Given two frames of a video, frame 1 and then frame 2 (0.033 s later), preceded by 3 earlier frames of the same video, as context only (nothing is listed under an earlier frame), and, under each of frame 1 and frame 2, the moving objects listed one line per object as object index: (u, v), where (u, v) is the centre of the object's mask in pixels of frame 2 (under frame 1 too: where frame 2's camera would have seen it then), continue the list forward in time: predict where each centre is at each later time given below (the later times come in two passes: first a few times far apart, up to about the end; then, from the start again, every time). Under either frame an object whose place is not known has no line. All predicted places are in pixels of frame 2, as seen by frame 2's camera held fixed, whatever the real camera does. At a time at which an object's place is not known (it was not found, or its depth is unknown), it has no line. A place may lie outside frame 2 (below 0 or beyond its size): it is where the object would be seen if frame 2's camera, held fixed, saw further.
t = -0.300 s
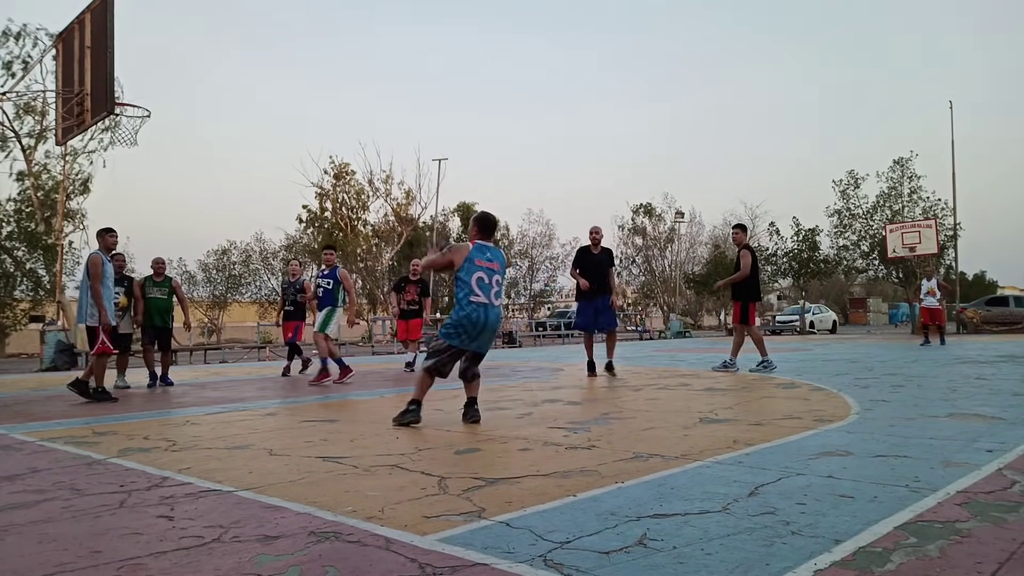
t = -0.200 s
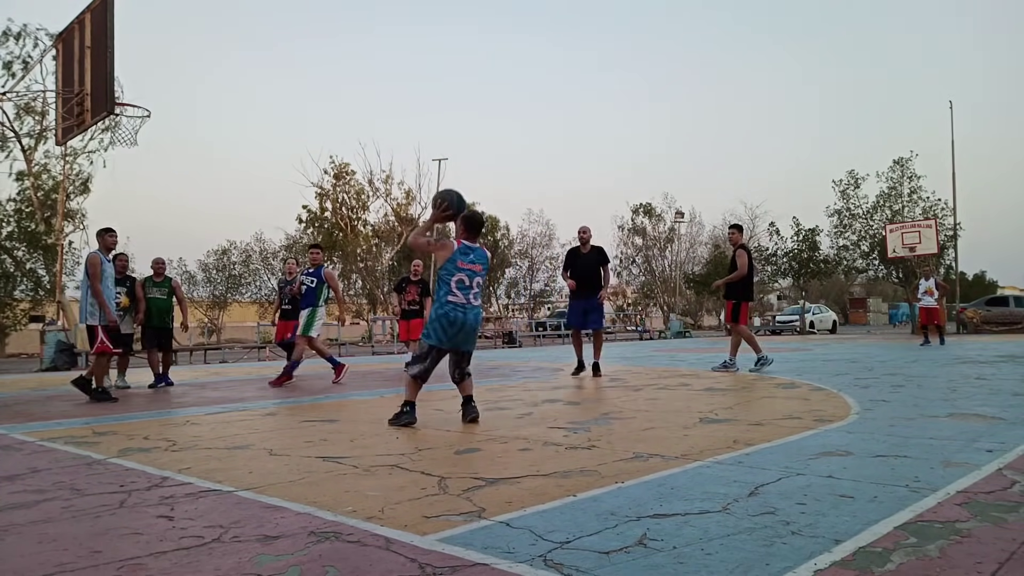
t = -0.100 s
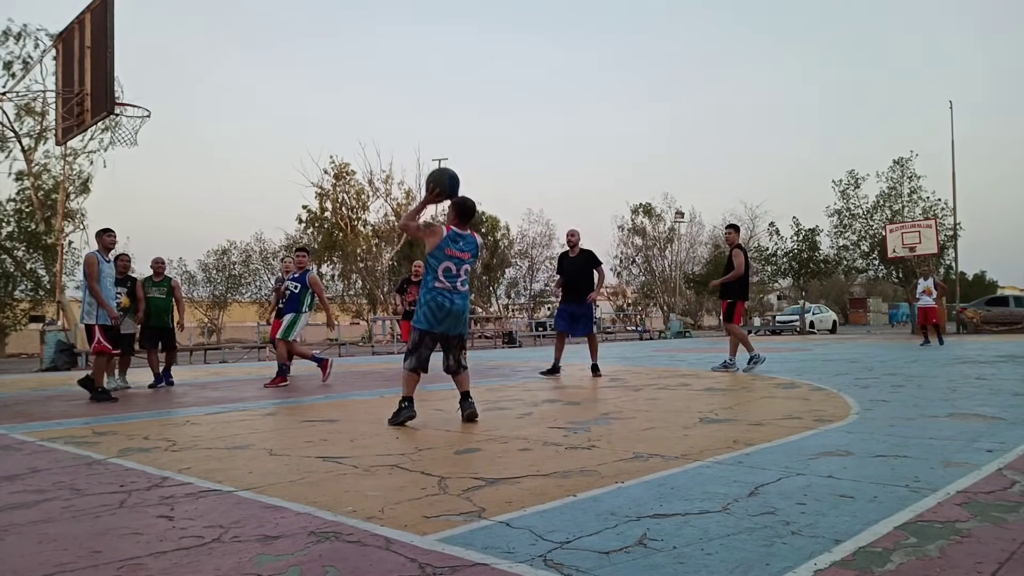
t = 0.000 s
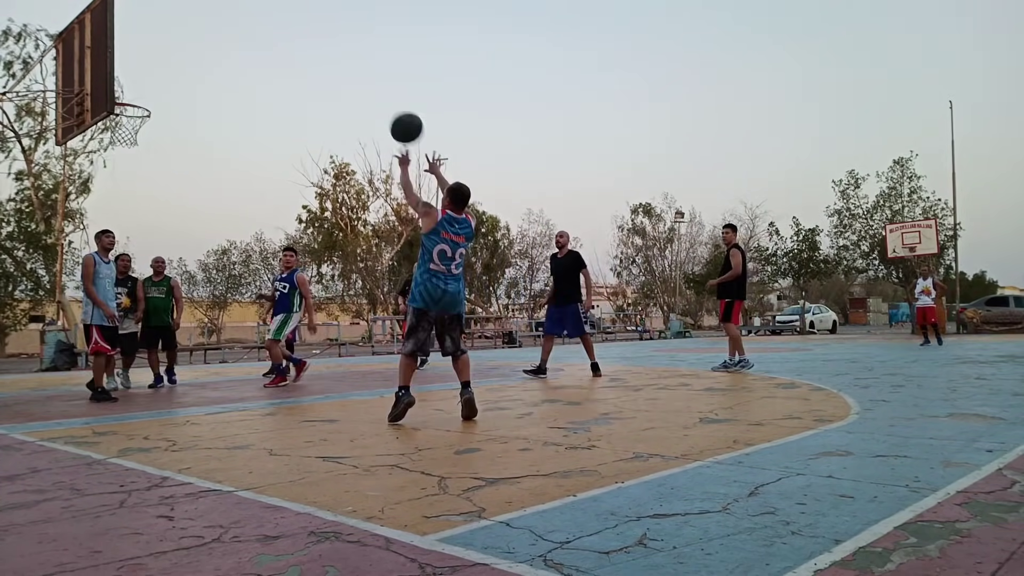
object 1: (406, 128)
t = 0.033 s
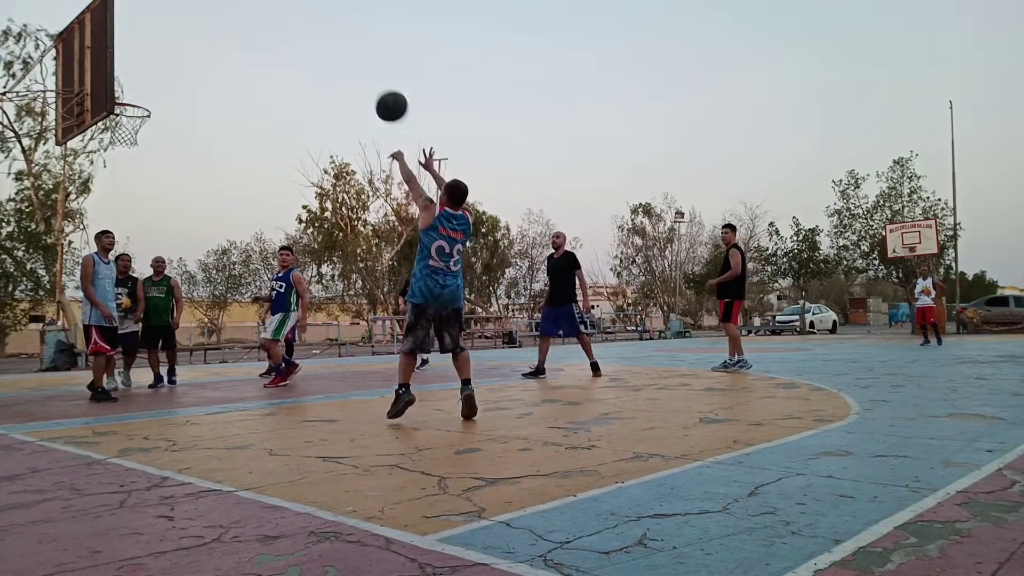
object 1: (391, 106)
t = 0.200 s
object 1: (323, 30)
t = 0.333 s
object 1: (276, 6)
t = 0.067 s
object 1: (377, 87)
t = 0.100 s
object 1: (363, 70)
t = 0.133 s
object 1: (349, 54)
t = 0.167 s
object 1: (336, 41)
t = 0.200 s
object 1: (323, 30)
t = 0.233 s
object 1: (311, 20)
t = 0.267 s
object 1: (299, 12)
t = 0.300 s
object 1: (288, 9)
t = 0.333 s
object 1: (276, 6)
